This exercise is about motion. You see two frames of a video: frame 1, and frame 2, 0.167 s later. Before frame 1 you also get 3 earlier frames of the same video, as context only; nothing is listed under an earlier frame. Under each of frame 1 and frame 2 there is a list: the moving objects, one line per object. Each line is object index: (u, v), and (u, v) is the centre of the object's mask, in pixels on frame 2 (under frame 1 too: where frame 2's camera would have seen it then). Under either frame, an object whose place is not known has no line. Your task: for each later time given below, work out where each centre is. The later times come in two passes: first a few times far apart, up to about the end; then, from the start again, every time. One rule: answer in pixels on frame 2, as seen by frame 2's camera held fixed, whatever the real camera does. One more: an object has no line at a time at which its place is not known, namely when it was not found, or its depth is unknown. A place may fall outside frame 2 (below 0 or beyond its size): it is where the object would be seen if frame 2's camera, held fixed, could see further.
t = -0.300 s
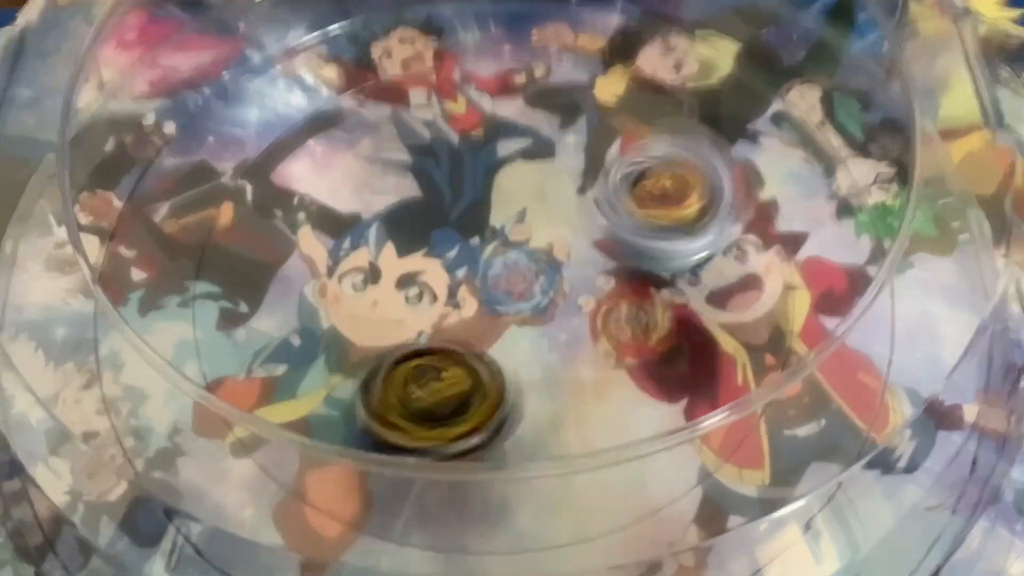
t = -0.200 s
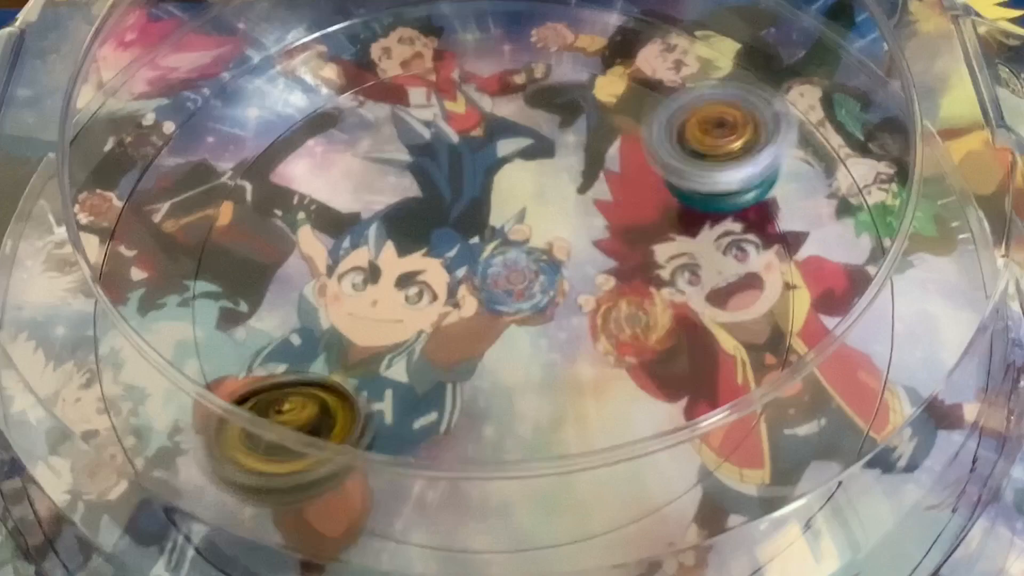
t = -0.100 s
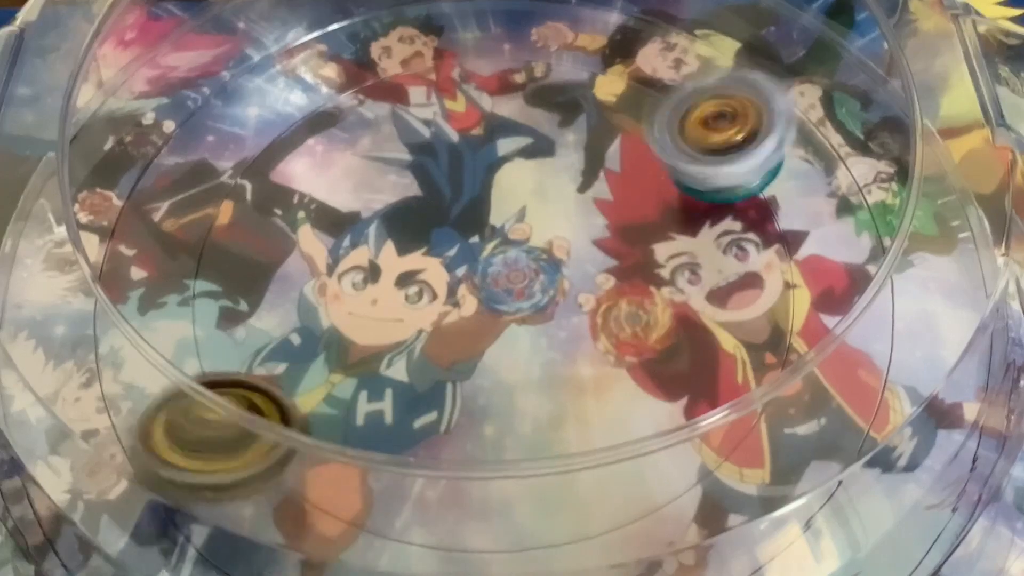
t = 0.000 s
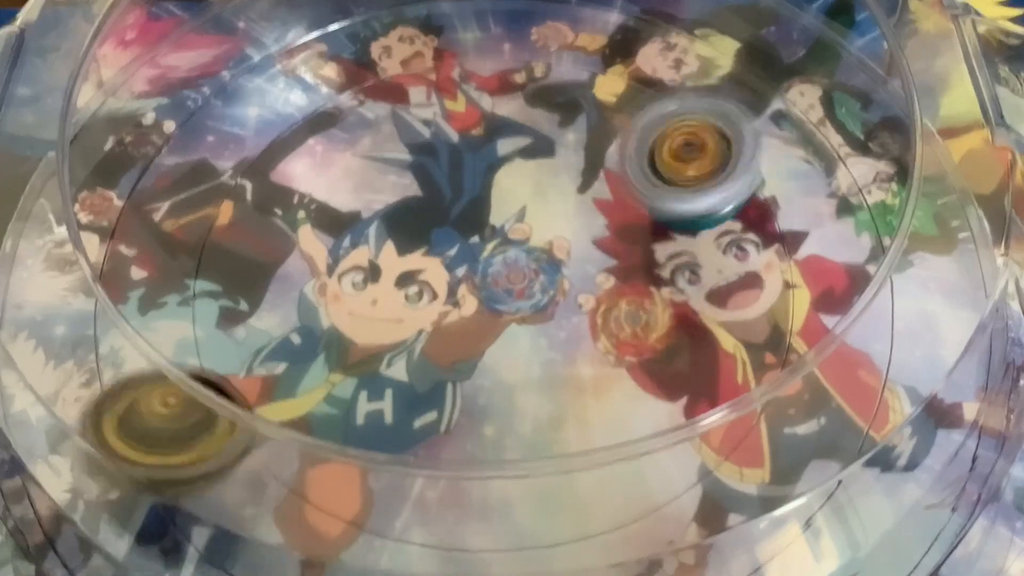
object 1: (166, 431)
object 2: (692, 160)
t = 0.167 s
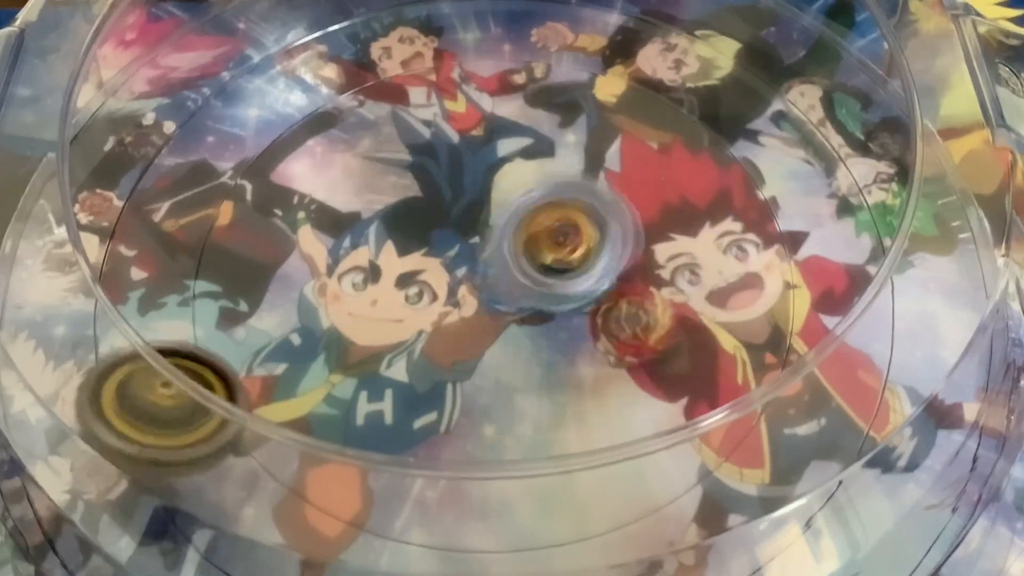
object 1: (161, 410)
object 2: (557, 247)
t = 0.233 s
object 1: (169, 389)
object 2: (489, 265)
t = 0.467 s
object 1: (176, 299)
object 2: (329, 259)
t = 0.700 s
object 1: (235, 222)
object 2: (388, 277)
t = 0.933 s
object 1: (449, 226)
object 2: (518, 317)
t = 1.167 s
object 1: (627, 187)
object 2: (545, 330)
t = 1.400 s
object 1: (636, 187)
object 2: (508, 235)
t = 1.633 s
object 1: (779, 208)
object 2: (267, 210)
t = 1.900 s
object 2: (350, 275)
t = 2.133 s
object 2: (573, 287)
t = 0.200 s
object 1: (166, 400)
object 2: (527, 253)
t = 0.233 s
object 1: (169, 389)
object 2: (489, 265)
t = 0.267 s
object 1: (170, 380)
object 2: (457, 270)
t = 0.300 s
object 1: (171, 369)
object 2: (427, 268)
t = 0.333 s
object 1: (169, 354)
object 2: (404, 269)
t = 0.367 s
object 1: (168, 340)
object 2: (381, 270)
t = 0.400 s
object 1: (170, 327)
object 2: (365, 269)
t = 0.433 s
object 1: (172, 313)
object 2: (341, 260)
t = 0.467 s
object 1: (176, 299)
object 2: (329, 259)
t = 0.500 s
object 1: (179, 285)
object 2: (322, 258)
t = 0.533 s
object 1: (178, 272)
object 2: (324, 259)
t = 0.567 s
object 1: (184, 262)
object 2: (331, 259)
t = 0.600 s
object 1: (188, 245)
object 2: (341, 265)
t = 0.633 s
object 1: (197, 232)
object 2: (354, 268)
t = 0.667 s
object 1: (213, 227)
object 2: (368, 273)
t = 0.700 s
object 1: (235, 222)
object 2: (388, 277)
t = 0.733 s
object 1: (260, 222)
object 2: (406, 280)
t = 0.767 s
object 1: (288, 222)
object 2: (424, 285)
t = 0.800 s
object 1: (317, 223)
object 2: (446, 295)
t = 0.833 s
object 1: (347, 225)
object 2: (466, 299)
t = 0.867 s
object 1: (382, 226)
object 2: (486, 306)
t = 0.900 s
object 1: (415, 227)
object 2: (503, 310)
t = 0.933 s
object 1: (449, 226)
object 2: (518, 317)
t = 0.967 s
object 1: (482, 229)
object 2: (530, 322)
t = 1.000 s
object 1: (517, 226)
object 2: (539, 325)
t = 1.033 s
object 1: (545, 226)
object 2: (550, 329)
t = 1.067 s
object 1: (576, 221)
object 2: (554, 330)
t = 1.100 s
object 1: (597, 214)
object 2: (554, 334)
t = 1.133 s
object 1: (613, 200)
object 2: (552, 331)
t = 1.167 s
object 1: (627, 187)
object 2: (545, 330)
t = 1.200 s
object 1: (636, 179)
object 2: (536, 325)
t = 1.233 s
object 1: (641, 174)
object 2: (530, 309)
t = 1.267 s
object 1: (646, 172)
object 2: (519, 296)
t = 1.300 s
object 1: (646, 172)
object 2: (513, 281)
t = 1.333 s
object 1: (645, 175)
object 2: (510, 260)
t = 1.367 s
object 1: (641, 180)
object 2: (508, 245)
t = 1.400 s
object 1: (636, 187)
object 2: (508, 235)
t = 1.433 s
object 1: (662, 187)
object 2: (468, 214)
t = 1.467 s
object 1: (696, 189)
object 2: (425, 208)
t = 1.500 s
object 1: (723, 190)
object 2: (377, 209)
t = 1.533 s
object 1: (748, 191)
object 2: (330, 202)
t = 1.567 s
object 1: (763, 195)
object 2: (300, 206)
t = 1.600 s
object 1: (769, 200)
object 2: (279, 206)
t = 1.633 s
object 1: (779, 208)
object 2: (267, 210)
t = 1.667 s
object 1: (797, 219)
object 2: (257, 212)
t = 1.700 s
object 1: (818, 240)
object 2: (257, 215)
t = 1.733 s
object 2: (260, 219)
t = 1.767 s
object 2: (269, 227)
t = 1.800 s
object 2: (281, 231)
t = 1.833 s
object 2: (301, 243)
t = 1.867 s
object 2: (320, 258)
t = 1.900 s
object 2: (350, 275)
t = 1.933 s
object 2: (380, 282)
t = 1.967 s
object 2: (410, 289)
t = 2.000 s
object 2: (442, 303)
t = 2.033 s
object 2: (481, 306)
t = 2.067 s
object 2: (518, 300)
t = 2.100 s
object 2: (551, 297)
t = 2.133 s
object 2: (573, 287)
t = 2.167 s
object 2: (604, 281)
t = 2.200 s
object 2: (622, 270)
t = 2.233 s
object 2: (644, 263)
